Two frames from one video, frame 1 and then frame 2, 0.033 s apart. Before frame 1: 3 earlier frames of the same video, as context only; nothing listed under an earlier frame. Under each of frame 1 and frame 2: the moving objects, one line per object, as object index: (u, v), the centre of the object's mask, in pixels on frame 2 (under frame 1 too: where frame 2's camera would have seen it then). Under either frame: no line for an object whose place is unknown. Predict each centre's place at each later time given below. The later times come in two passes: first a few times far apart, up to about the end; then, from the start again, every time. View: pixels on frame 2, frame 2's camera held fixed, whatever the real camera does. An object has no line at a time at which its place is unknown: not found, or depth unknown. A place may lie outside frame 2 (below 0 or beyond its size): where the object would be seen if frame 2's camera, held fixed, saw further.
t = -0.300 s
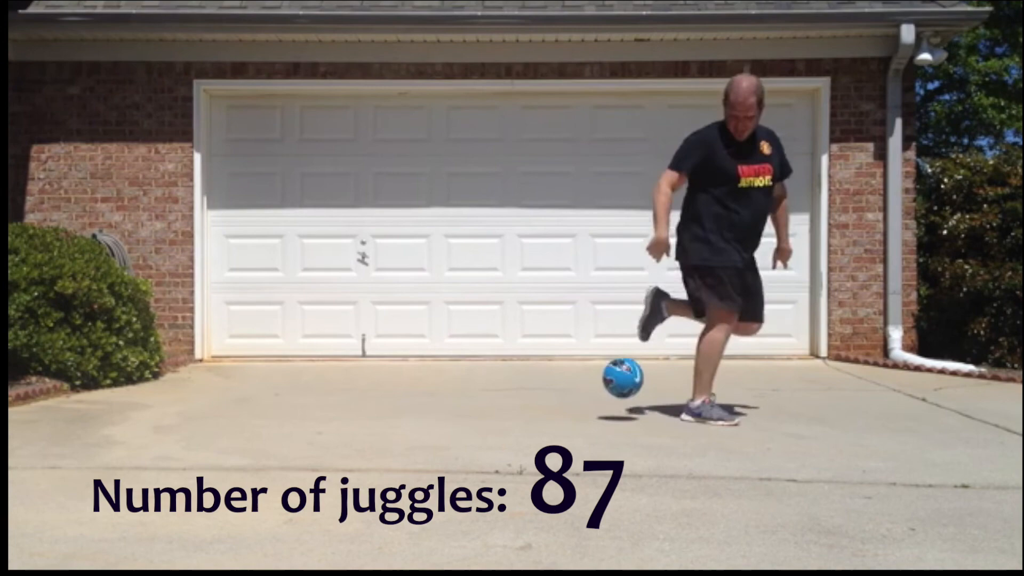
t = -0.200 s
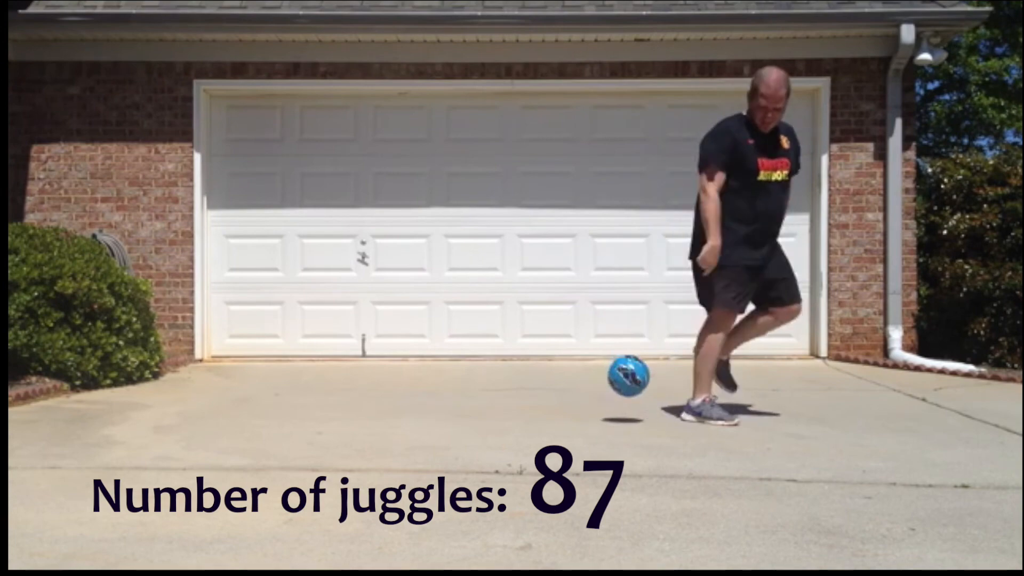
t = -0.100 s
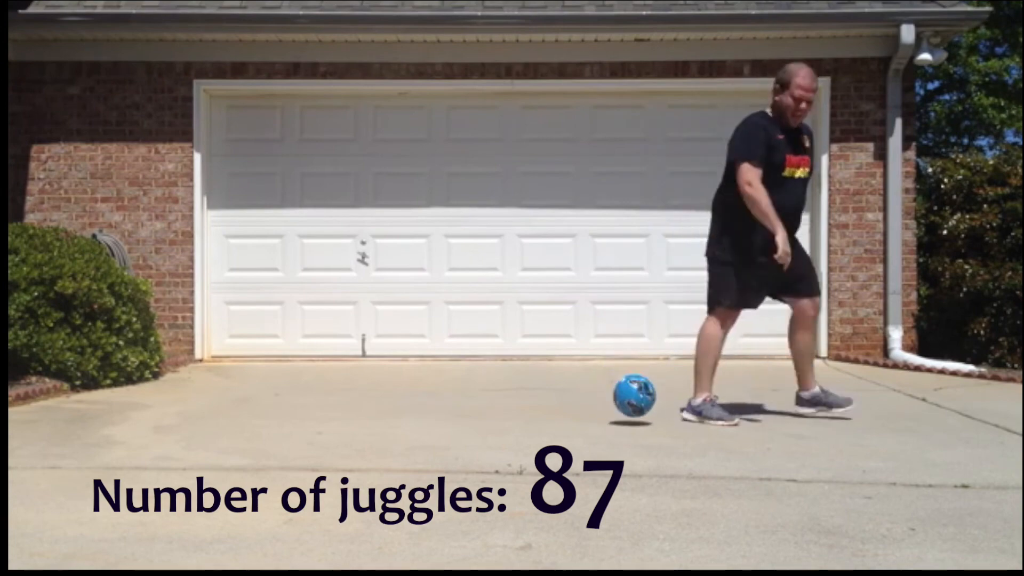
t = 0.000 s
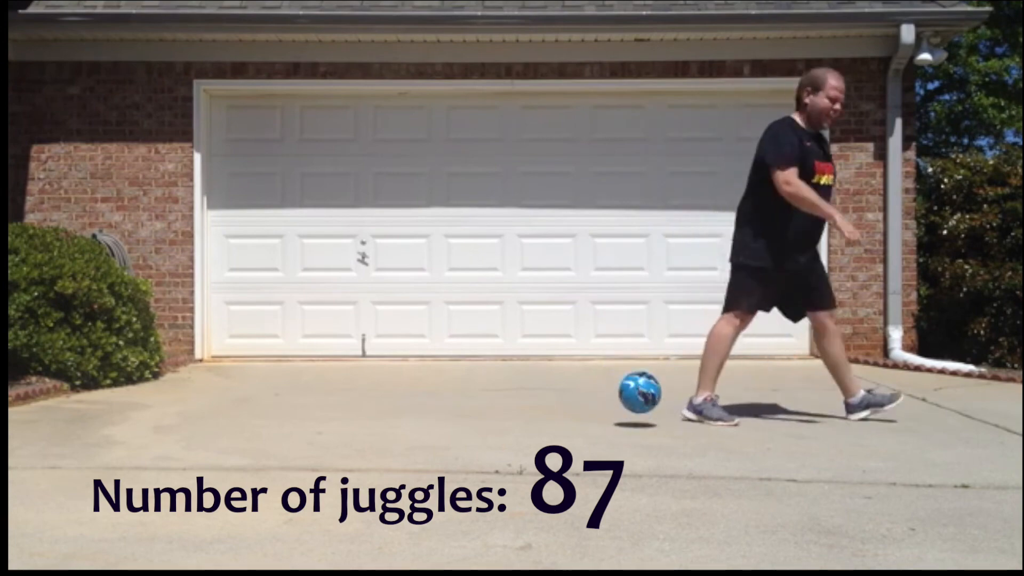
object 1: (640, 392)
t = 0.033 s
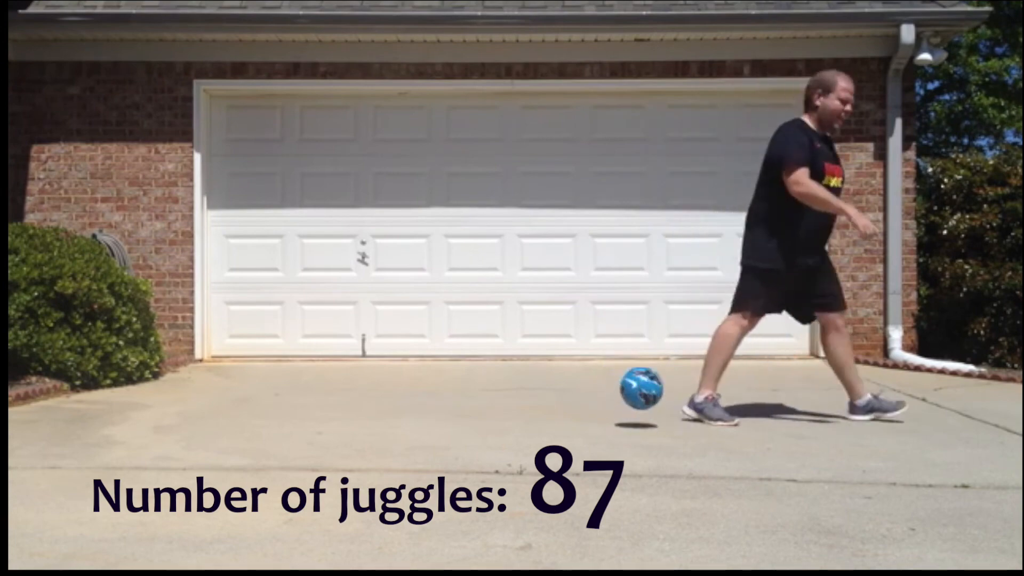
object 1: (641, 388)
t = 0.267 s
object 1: (655, 404)
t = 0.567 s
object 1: (678, 409)
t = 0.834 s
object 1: (700, 425)
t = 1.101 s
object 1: (729, 433)
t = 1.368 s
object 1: (764, 444)
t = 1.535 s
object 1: (788, 450)
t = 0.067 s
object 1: (643, 387)
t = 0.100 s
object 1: (645, 387)
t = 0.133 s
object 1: (647, 390)
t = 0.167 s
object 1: (649, 396)
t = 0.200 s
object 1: (651, 405)
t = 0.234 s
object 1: (653, 410)
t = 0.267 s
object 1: (655, 404)
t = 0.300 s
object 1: (658, 400)
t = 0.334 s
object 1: (660, 399)
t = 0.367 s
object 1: (663, 400)
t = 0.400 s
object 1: (665, 404)
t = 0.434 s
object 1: (668, 411)
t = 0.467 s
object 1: (670, 415)
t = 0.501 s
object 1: (673, 410)
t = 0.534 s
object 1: (675, 408)
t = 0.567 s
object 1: (678, 409)
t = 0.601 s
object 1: (680, 412)
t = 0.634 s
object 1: (683, 418)
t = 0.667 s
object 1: (686, 420)
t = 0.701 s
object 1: (689, 417)
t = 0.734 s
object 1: (691, 416)
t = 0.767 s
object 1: (694, 417)
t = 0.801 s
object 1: (697, 423)
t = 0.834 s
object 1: (700, 425)
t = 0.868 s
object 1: (703, 423)
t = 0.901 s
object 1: (707, 424)
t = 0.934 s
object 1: (710, 427)
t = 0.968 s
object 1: (713, 430)
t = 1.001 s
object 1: (717, 429)
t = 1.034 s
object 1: (721, 430)
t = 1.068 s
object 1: (725, 433)
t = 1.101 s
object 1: (729, 433)
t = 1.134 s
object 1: (732, 434)
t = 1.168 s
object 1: (737, 437)
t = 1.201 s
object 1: (741, 437)
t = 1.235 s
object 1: (745, 439)
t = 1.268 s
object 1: (750, 440)
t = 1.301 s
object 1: (754, 442)
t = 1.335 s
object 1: (759, 443)
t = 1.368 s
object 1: (764, 444)
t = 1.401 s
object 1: (768, 445)
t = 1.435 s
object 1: (773, 447)
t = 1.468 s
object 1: (778, 448)
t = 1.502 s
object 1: (783, 449)
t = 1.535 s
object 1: (788, 450)
